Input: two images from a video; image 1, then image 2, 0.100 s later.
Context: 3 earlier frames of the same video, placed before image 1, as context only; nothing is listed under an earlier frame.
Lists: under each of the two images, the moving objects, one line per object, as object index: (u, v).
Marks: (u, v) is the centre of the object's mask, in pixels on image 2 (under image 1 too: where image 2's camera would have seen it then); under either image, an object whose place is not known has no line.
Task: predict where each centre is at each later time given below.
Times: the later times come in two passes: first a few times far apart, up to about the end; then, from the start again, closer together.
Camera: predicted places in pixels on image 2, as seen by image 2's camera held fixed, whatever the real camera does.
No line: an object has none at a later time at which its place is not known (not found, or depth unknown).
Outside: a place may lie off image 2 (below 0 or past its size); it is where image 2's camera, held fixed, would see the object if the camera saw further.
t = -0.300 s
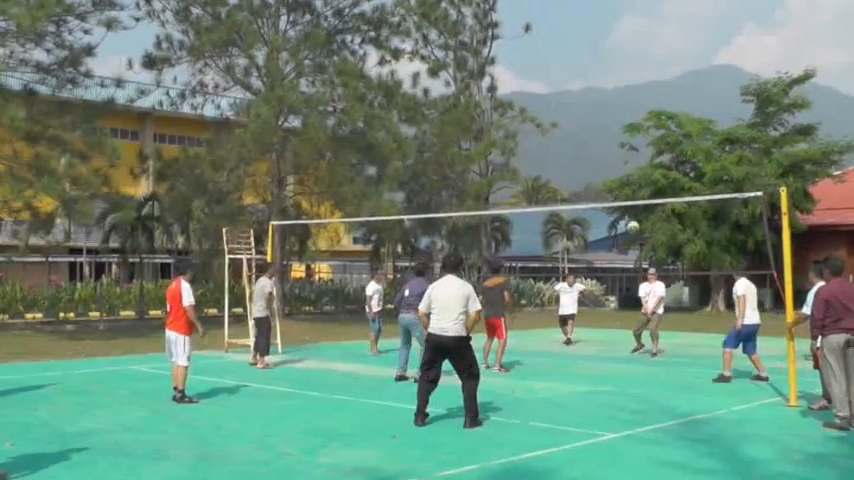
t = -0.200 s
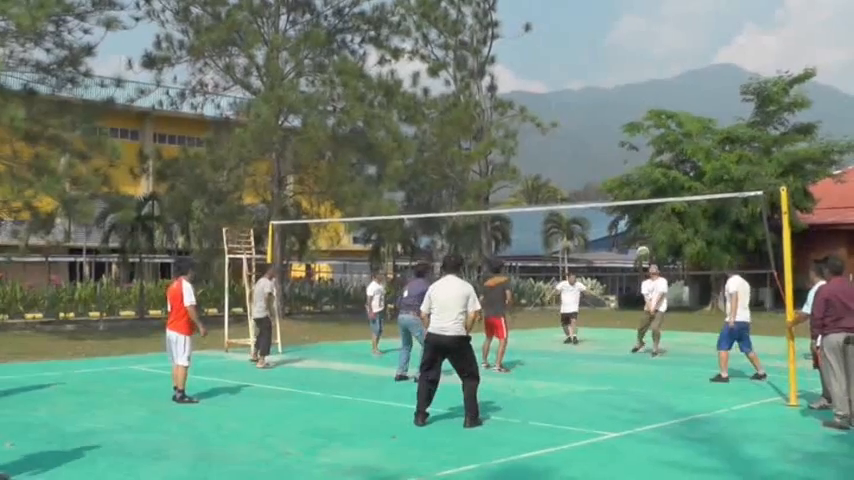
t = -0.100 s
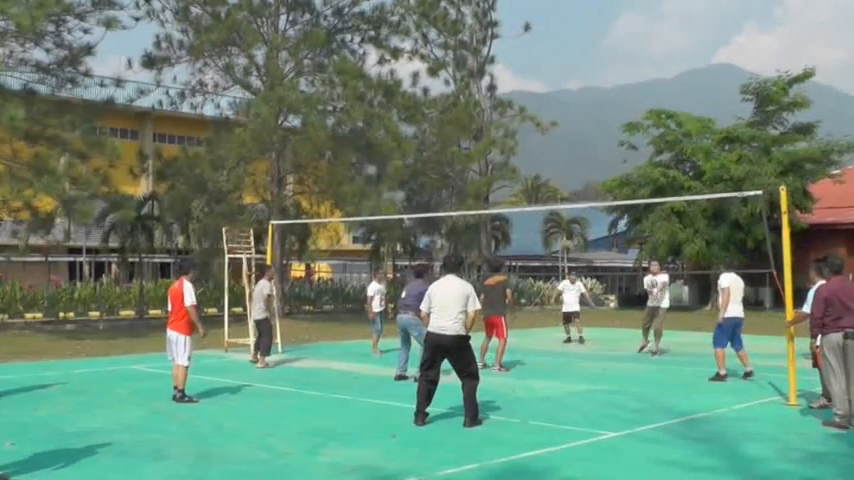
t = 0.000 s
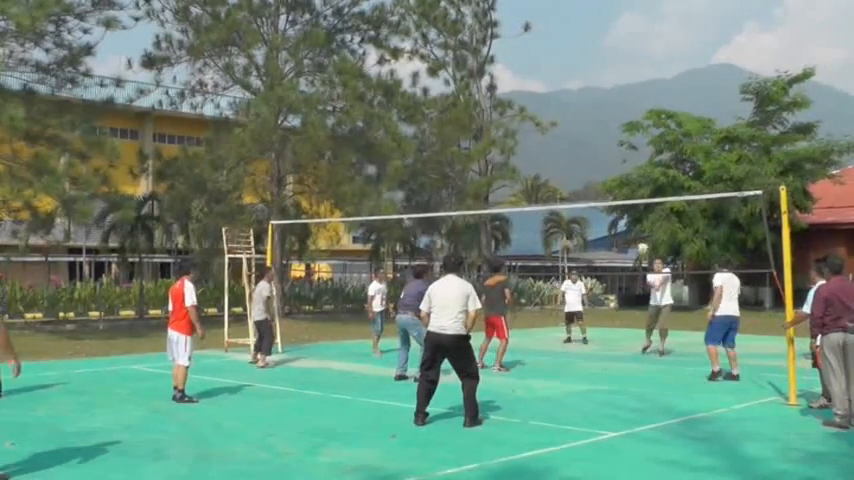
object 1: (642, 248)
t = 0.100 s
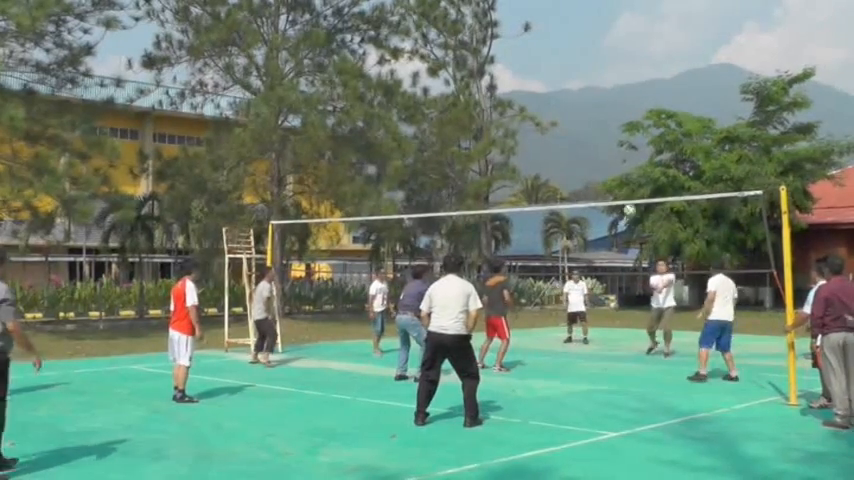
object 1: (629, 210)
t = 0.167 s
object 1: (621, 188)
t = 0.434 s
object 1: (581, 119)
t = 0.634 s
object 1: (553, 96)
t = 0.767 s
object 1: (530, 95)
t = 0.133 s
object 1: (624, 195)
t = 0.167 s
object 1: (621, 188)
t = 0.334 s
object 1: (598, 138)
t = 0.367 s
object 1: (594, 133)
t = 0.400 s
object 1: (587, 125)
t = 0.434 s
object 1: (581, 119)
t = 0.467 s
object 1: (578, 114)
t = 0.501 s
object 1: (573, 109)
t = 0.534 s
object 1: (567, 103)
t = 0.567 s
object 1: (563, 100)
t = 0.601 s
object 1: (558, 97)
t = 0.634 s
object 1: (553, 96)
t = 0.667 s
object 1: (548, 94)
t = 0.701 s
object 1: (541, 94)
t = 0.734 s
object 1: (533, 94)
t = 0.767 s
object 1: (530, 95)
